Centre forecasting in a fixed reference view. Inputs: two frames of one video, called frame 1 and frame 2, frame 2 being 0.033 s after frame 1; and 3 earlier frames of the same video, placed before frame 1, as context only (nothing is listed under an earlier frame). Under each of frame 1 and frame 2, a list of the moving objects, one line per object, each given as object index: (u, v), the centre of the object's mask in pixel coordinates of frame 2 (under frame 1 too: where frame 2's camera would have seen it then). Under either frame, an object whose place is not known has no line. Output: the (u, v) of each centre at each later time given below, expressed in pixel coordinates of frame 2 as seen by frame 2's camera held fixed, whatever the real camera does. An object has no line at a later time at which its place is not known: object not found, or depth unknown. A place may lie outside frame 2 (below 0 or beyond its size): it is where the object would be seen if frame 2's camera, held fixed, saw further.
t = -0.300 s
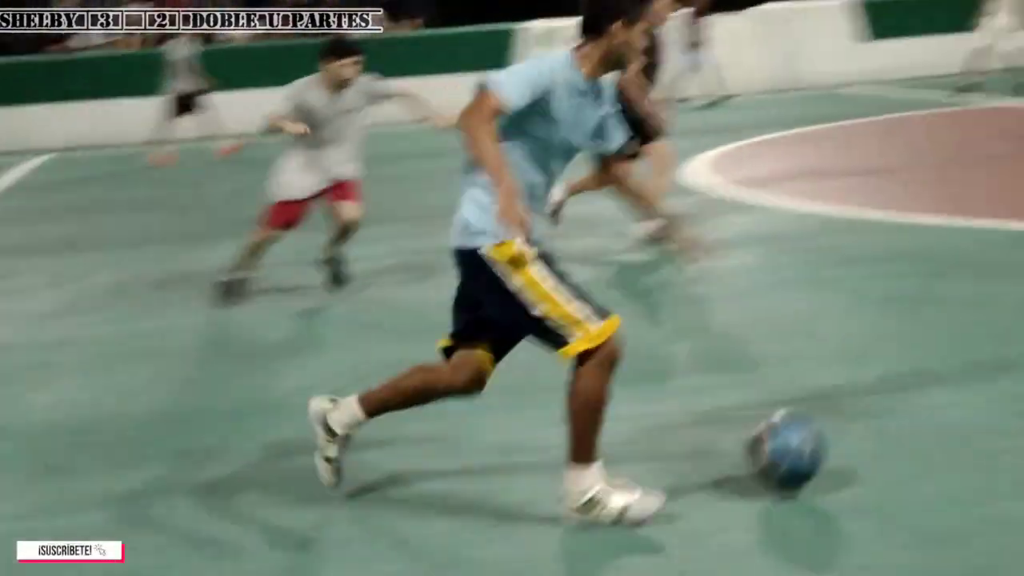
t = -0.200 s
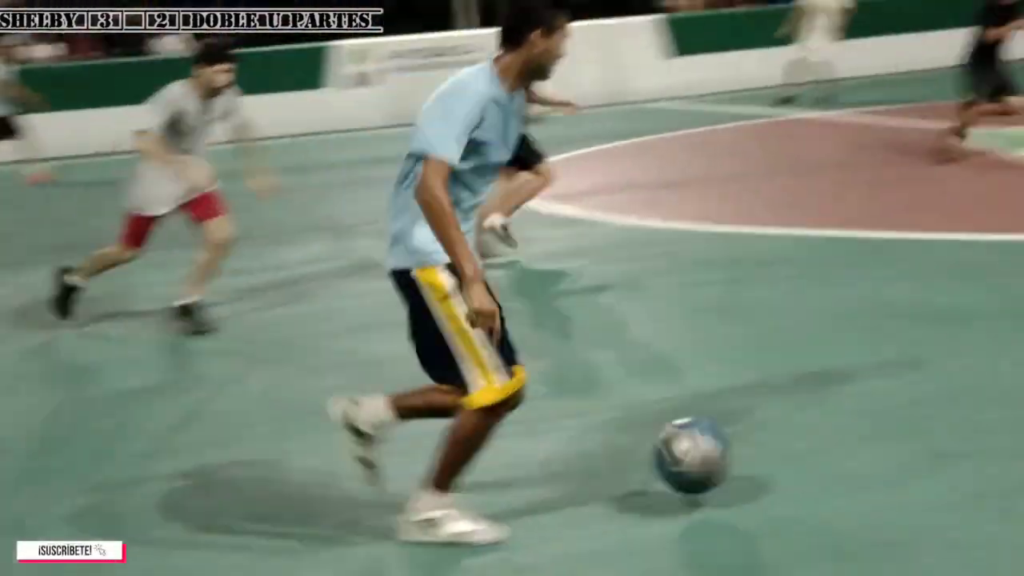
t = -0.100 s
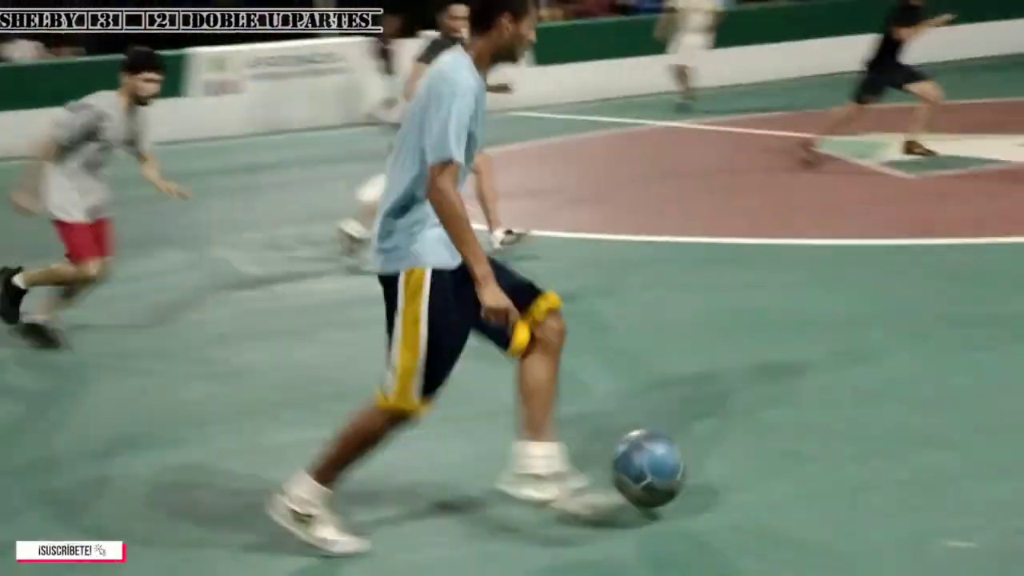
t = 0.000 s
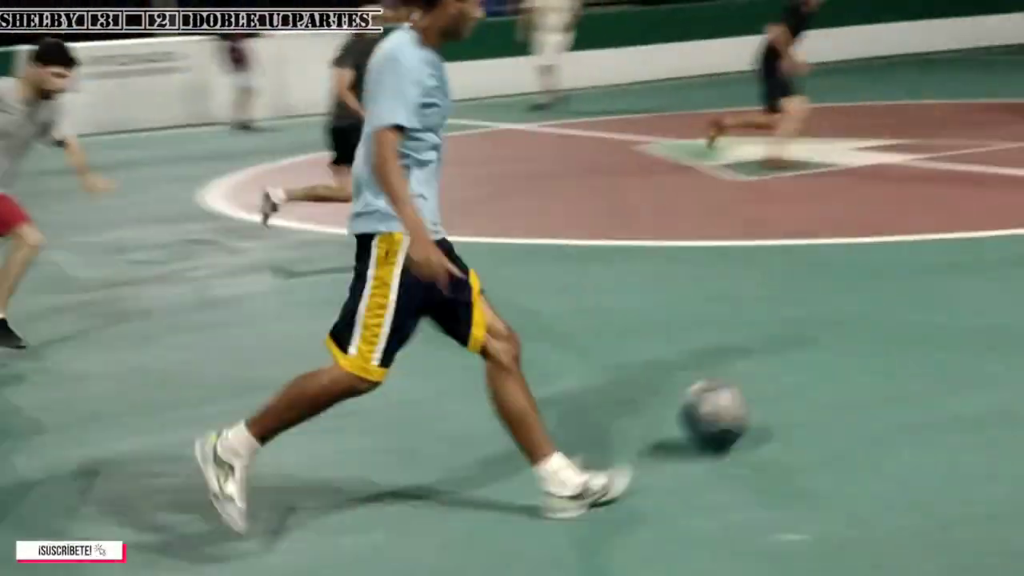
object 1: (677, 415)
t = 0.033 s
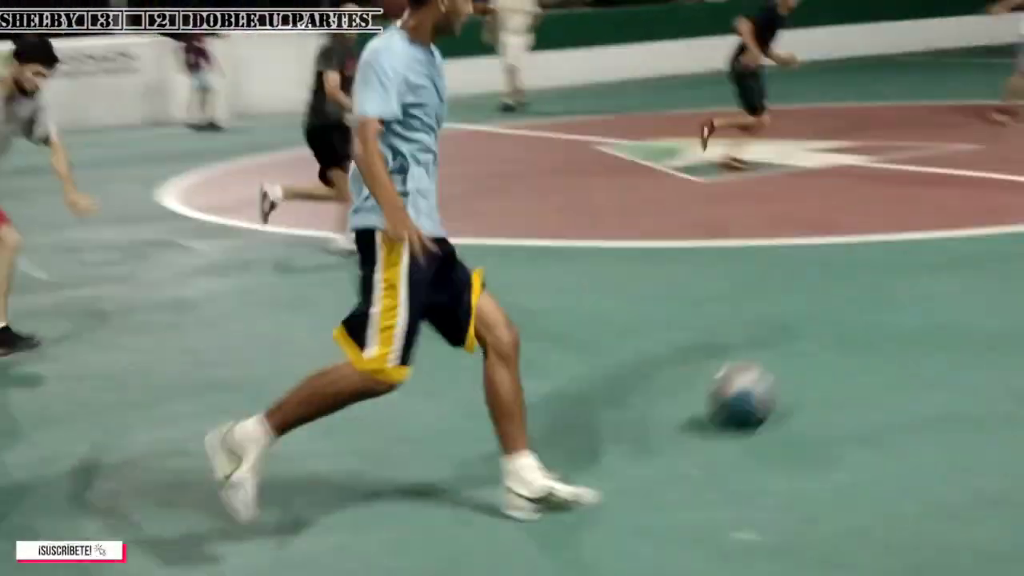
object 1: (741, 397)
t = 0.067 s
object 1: (799, 370)
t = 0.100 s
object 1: (850, 352)
